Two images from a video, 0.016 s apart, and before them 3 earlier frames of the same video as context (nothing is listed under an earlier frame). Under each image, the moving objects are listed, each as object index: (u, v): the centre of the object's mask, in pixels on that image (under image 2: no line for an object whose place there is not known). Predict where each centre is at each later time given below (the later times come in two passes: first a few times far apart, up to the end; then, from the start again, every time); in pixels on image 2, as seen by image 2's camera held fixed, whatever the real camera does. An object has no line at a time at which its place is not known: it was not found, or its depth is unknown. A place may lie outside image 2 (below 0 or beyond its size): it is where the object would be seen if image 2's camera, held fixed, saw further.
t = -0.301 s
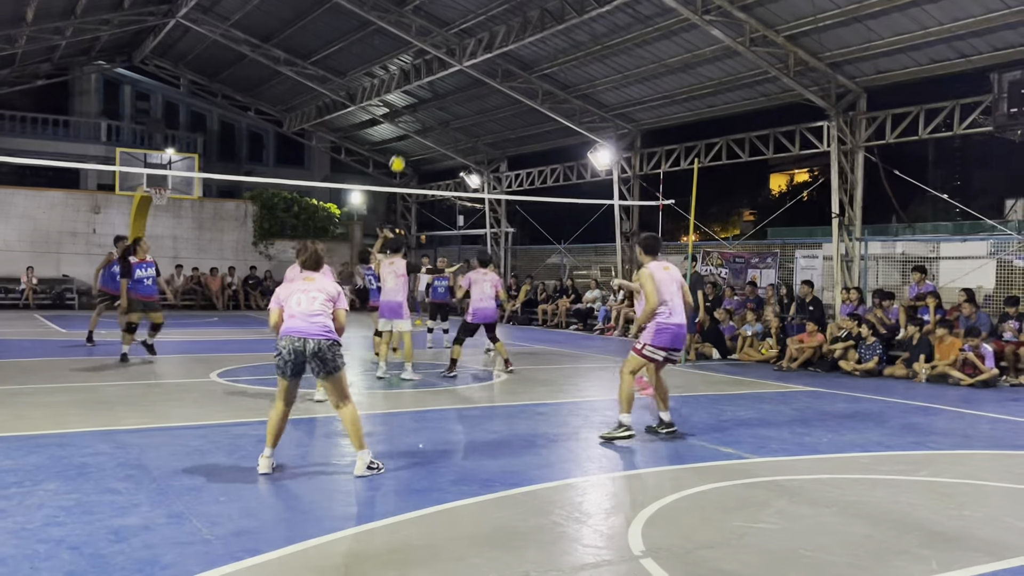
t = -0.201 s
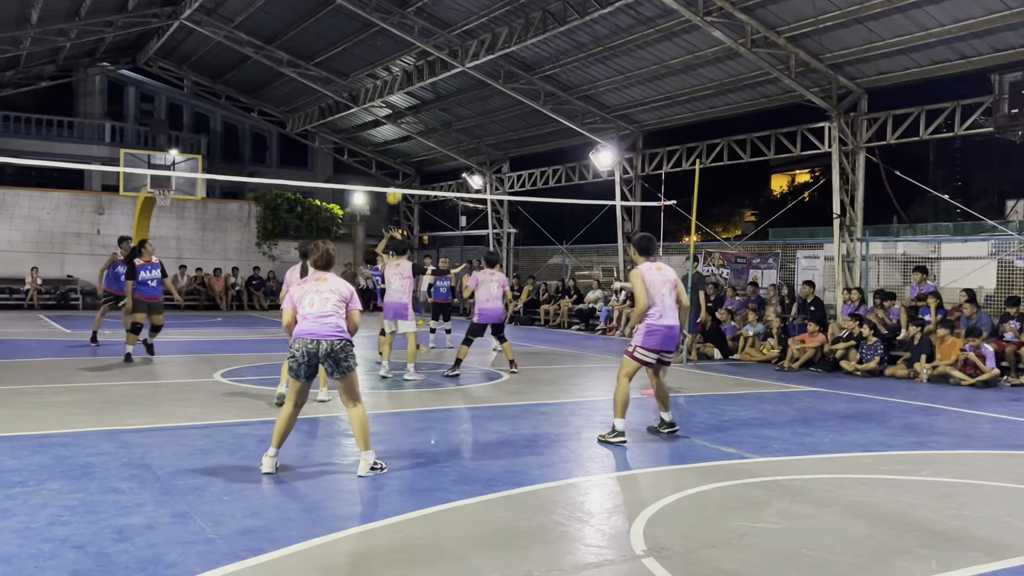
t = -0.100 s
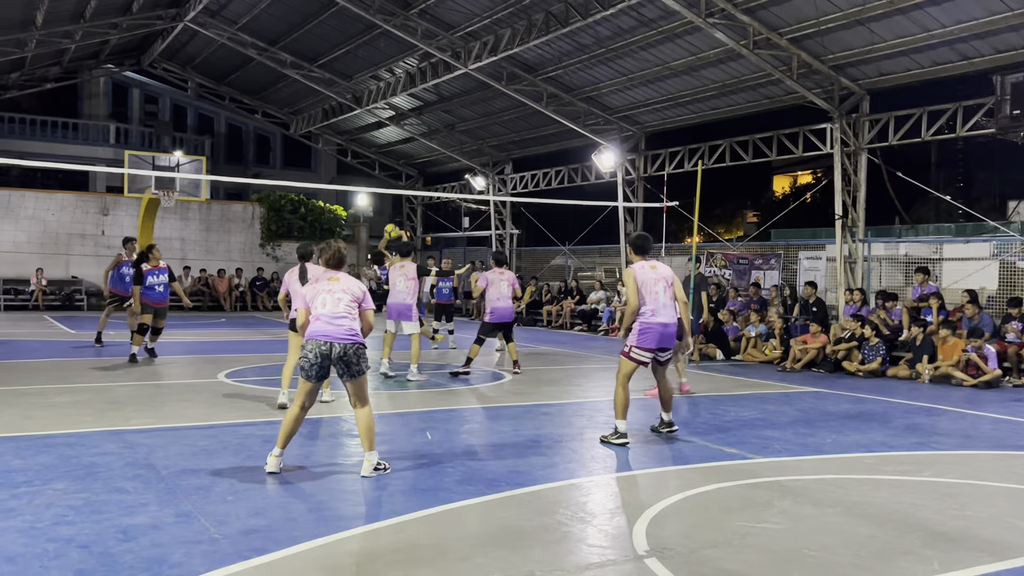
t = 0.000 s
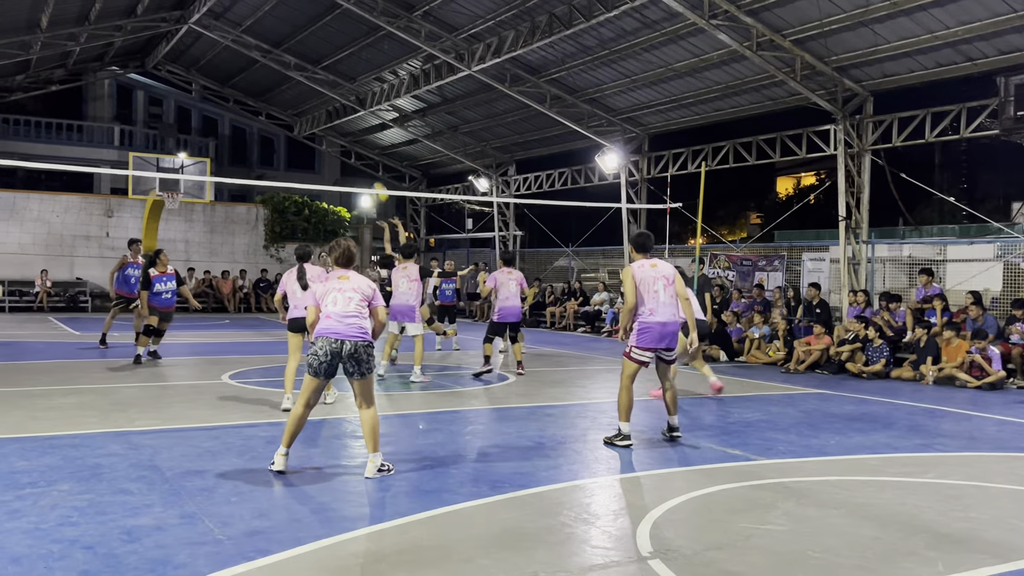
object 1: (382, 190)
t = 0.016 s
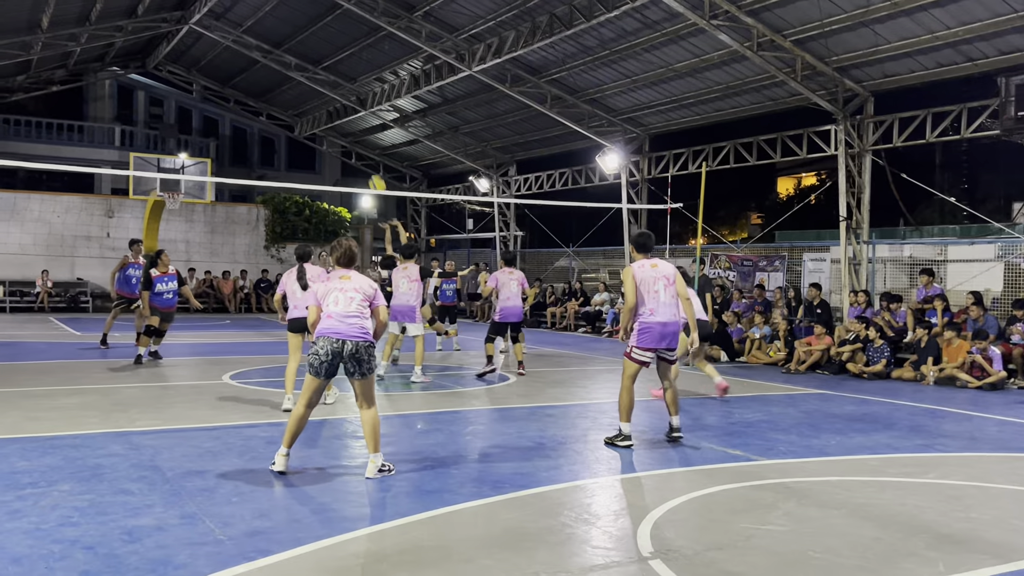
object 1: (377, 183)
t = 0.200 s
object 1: (345, 110)
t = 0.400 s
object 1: (310, 56)
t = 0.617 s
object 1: (271, 30)
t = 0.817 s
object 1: (233, 38)
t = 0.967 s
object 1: (205, 65)
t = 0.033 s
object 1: (374, 177)
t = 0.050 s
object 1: (371, 169)
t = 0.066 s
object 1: (368, 162)
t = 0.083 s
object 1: (365, 155)
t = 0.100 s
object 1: (362, 148)
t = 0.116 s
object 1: (359, 142)
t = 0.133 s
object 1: (357, 135)
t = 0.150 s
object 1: (354, 129)
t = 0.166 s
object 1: (351, 123)
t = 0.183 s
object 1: (348, 116)
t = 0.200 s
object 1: (345, 110)
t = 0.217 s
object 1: (342, 105)
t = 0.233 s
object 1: (339, 99)
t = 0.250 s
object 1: (336, 94)
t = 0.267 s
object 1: (333, 89)
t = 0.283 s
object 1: (330, 84)
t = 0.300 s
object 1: (328, 81)
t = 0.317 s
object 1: (325, 76)
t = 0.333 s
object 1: (322, 72)
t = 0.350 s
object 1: (318, 68)
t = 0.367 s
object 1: (315, 64)
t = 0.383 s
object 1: (313, 60)
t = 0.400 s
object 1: (310, 56)
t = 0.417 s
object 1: (307, 53)
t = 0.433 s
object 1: (303, 50)
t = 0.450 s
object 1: (301, 47)
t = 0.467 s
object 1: (298, 45)
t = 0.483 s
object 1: (295, 42)
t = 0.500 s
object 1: (292, 40)
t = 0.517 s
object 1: (289, 38)
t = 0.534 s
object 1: (286, 36)
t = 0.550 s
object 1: (283, 34)
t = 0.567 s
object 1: (280, 33)
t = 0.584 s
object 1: (277, 32)
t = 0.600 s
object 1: (274, 31)
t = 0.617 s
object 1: (271, 30)
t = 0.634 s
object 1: (268, 30)
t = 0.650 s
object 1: (265, 29)
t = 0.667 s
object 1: (262, 29)
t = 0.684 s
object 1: (259, 29)
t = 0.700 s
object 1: (255, 30)
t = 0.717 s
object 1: (252, 30)
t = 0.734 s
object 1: (249, 31)
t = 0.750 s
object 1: (246, 32)
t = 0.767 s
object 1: (243, 33)
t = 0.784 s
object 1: (240, 35)
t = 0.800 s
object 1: (236, 36)
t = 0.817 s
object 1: (233, 38)
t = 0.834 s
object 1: (230, 40)
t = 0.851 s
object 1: (227, 42)
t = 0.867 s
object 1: (224, 45)
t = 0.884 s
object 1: (221, 48)
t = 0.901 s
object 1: (218, 51)
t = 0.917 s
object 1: (214, 54)
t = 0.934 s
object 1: (211, 58)
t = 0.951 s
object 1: (208, 61)
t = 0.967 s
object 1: (205, 65)
